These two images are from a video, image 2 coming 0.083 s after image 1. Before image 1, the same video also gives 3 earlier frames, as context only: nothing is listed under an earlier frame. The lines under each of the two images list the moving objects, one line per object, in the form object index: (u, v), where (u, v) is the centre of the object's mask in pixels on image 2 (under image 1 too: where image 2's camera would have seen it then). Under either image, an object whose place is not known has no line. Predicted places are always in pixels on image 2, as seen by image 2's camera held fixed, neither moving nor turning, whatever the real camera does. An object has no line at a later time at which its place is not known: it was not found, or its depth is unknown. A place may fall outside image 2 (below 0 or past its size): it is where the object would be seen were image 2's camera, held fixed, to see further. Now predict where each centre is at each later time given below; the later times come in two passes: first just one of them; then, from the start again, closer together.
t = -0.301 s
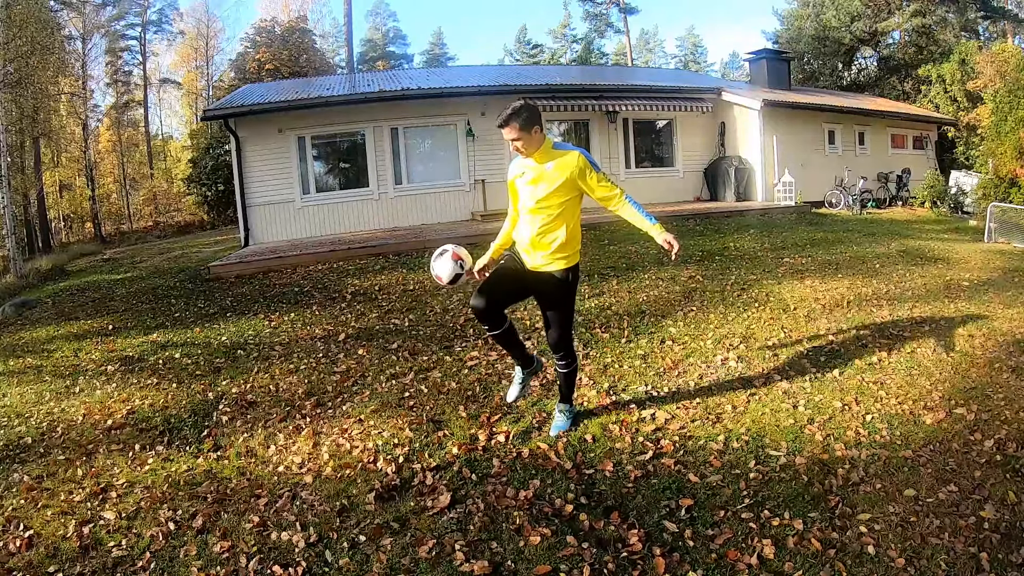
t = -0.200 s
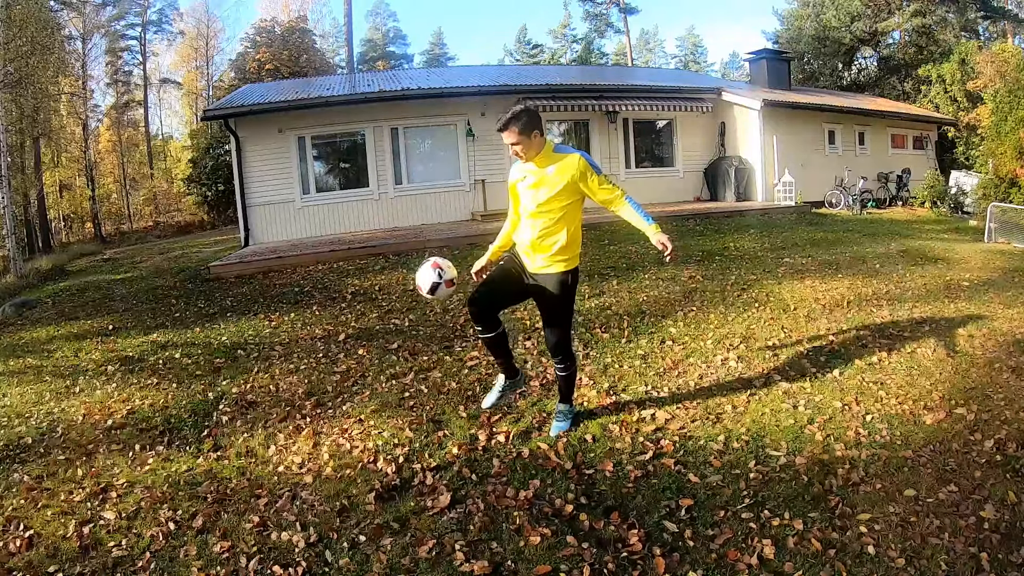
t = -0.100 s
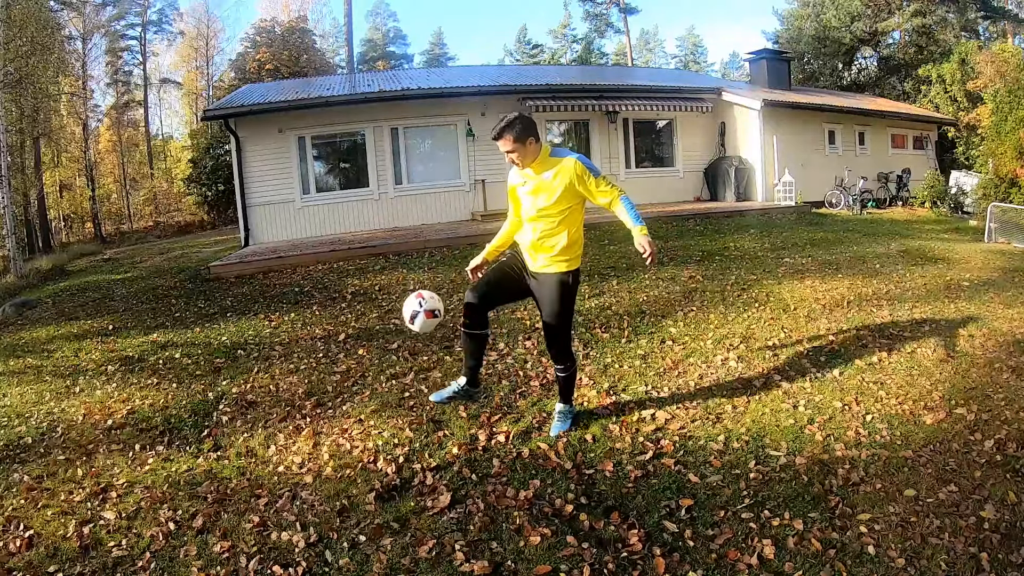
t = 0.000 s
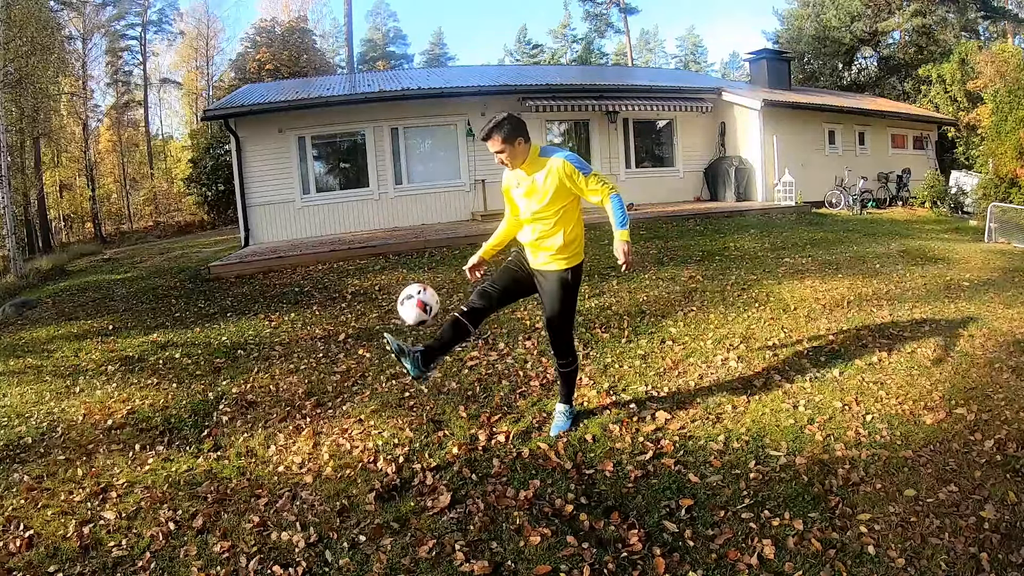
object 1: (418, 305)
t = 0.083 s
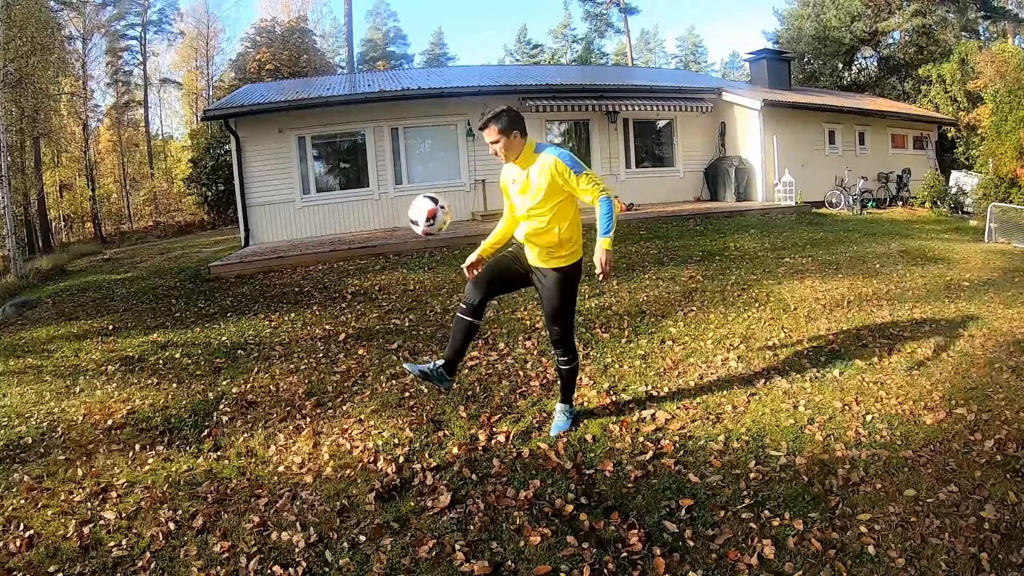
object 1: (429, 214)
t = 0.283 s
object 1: (462, 58)
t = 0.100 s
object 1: (431, 198)
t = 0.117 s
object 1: (434, 181)
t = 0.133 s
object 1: (437, 166)
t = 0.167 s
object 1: (442, 138)
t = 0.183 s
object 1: (445, 124)
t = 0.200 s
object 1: (448, 112)
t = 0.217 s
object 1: (451, 100)
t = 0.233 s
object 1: (454, 88)
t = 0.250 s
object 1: (456, 78)
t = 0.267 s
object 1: (458, 68)
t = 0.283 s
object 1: (462, 58)
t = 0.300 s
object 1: (465, 50)
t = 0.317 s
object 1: (468, 41)
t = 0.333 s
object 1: (472, 34)
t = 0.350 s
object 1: (474, 27)
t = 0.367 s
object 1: (477, 21)
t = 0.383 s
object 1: (480, 16)
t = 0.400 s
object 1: (483, 13)
